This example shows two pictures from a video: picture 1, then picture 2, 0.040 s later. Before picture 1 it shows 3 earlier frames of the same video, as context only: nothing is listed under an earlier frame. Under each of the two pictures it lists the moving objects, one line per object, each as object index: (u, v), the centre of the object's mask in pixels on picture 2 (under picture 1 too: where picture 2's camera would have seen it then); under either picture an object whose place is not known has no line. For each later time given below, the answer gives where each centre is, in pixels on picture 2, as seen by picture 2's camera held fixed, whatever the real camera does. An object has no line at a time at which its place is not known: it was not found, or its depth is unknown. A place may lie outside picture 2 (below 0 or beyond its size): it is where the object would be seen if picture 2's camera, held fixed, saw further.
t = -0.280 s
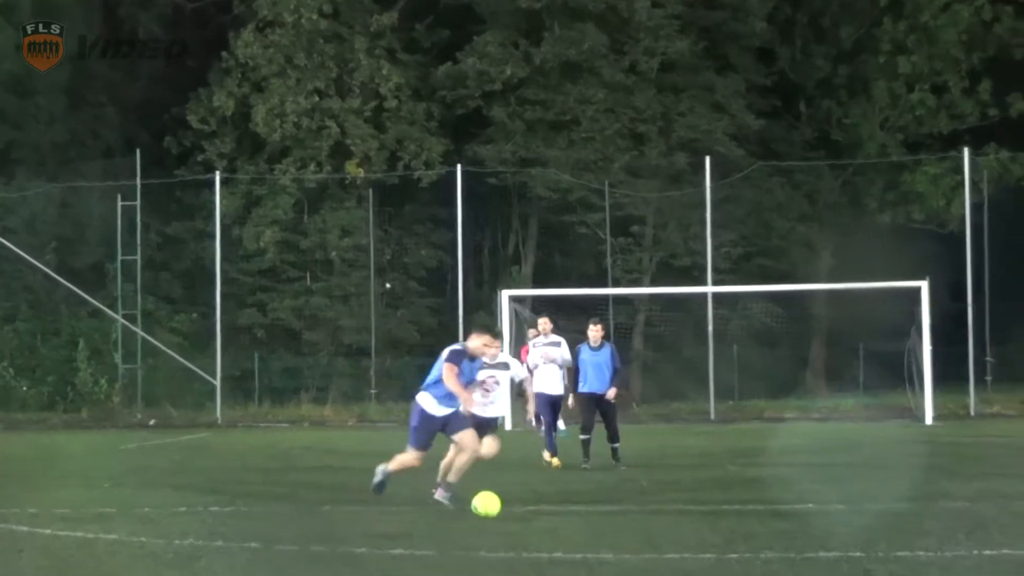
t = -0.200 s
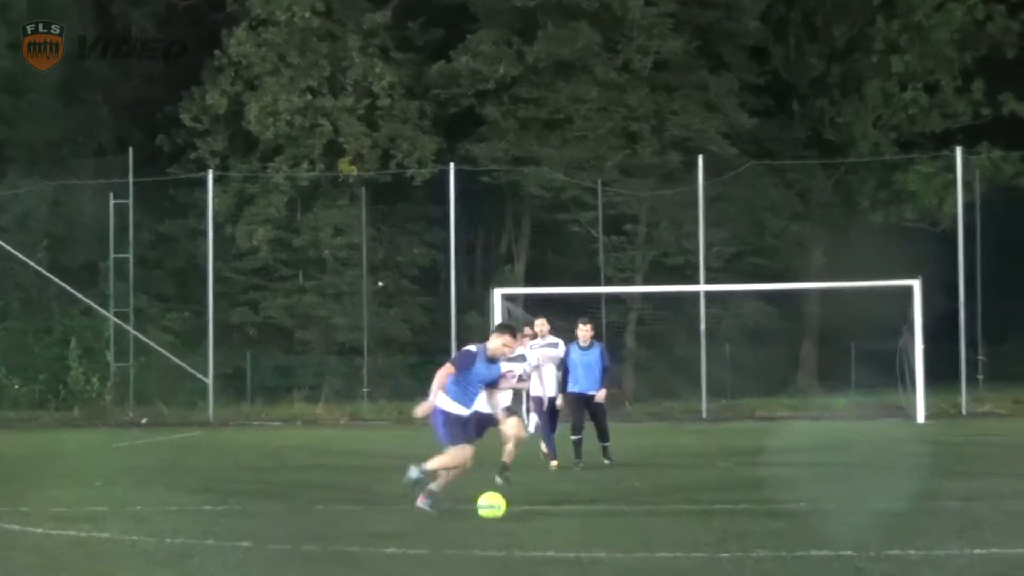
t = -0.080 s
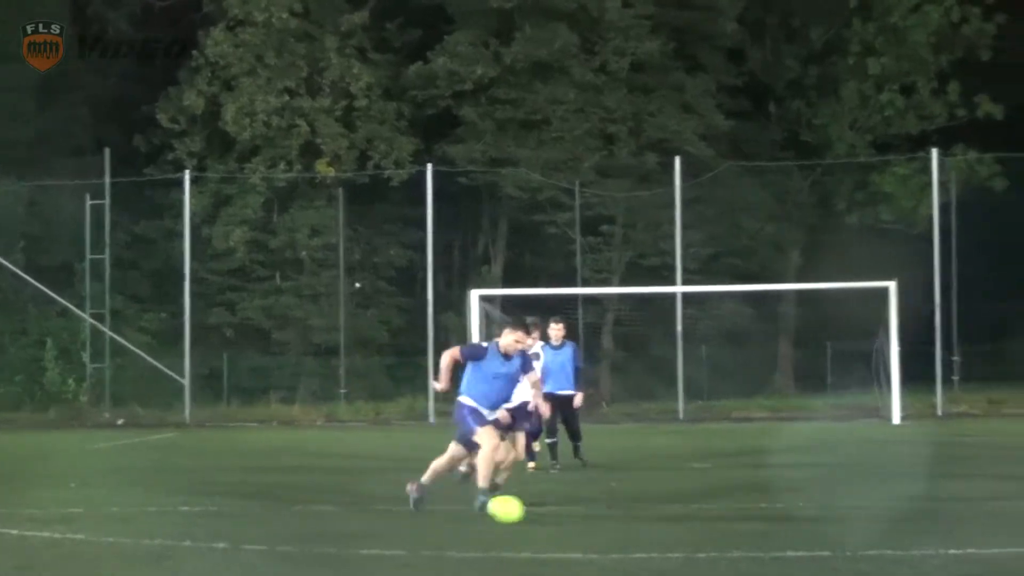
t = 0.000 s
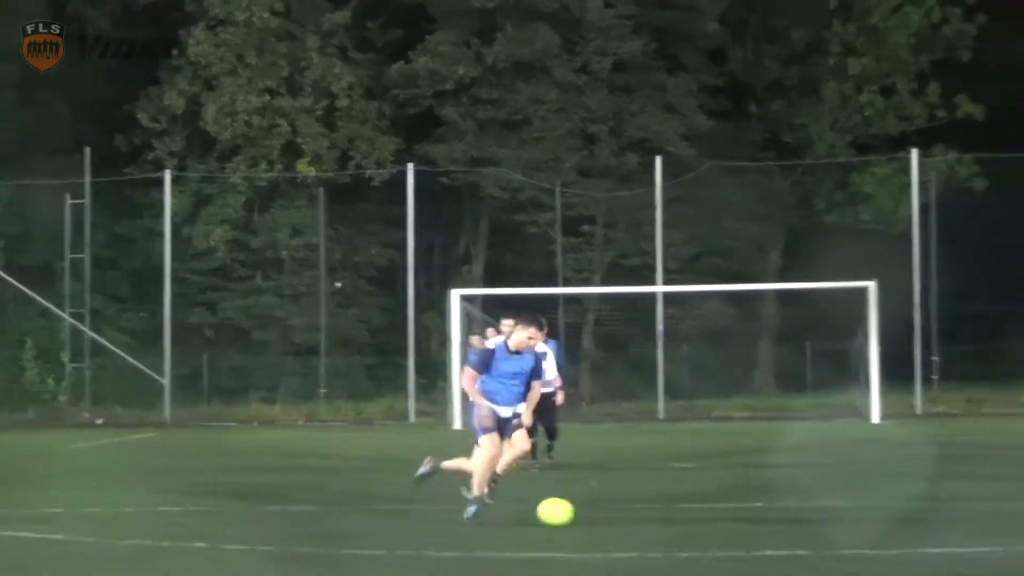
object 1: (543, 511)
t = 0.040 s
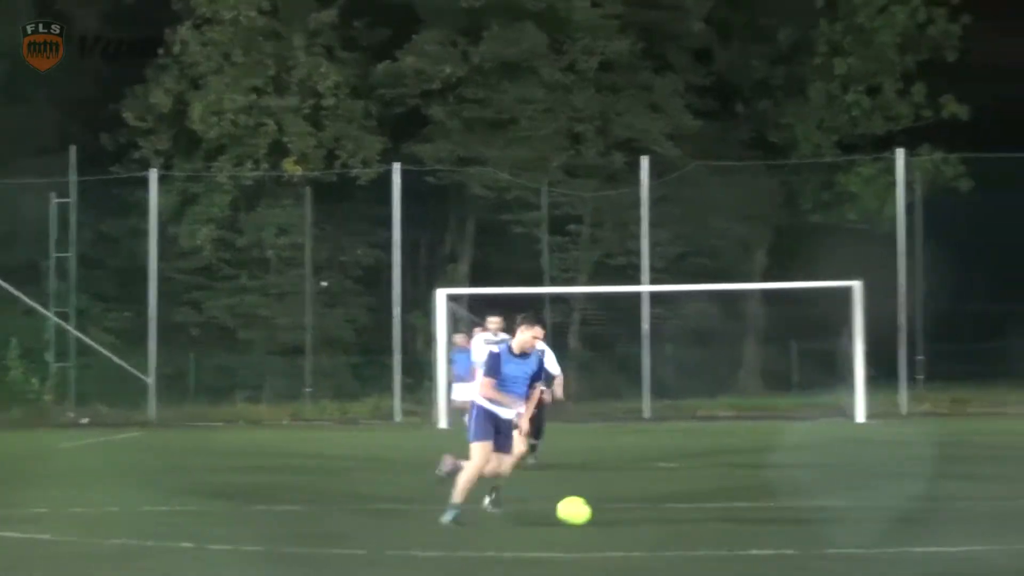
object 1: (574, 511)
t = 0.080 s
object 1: (605, 511)
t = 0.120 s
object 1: (638, 513)
